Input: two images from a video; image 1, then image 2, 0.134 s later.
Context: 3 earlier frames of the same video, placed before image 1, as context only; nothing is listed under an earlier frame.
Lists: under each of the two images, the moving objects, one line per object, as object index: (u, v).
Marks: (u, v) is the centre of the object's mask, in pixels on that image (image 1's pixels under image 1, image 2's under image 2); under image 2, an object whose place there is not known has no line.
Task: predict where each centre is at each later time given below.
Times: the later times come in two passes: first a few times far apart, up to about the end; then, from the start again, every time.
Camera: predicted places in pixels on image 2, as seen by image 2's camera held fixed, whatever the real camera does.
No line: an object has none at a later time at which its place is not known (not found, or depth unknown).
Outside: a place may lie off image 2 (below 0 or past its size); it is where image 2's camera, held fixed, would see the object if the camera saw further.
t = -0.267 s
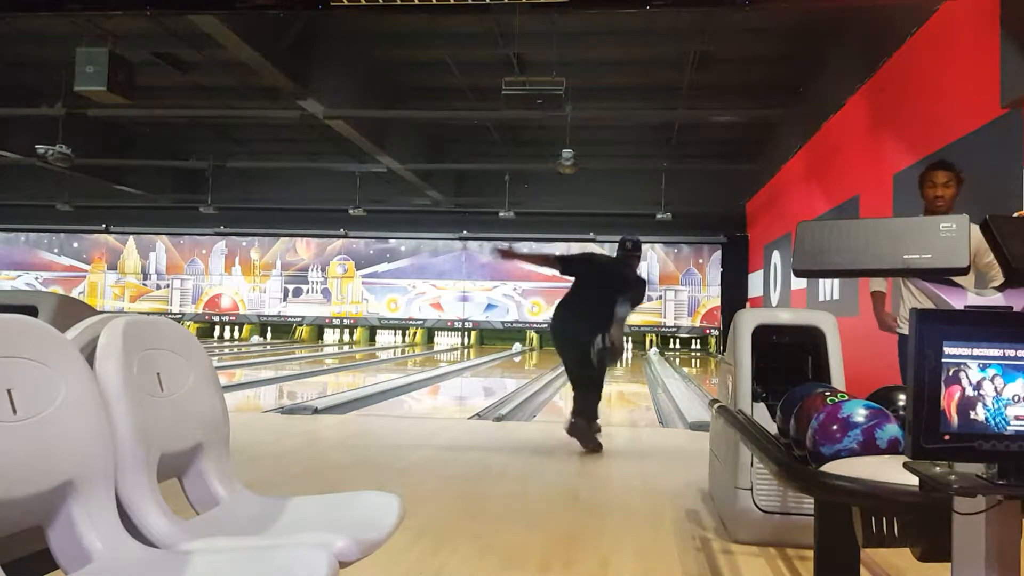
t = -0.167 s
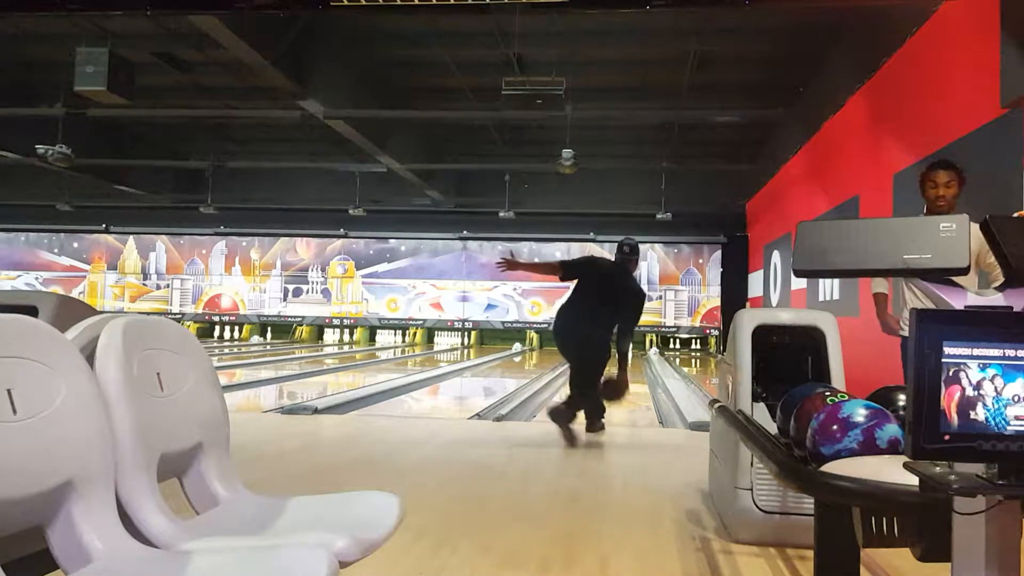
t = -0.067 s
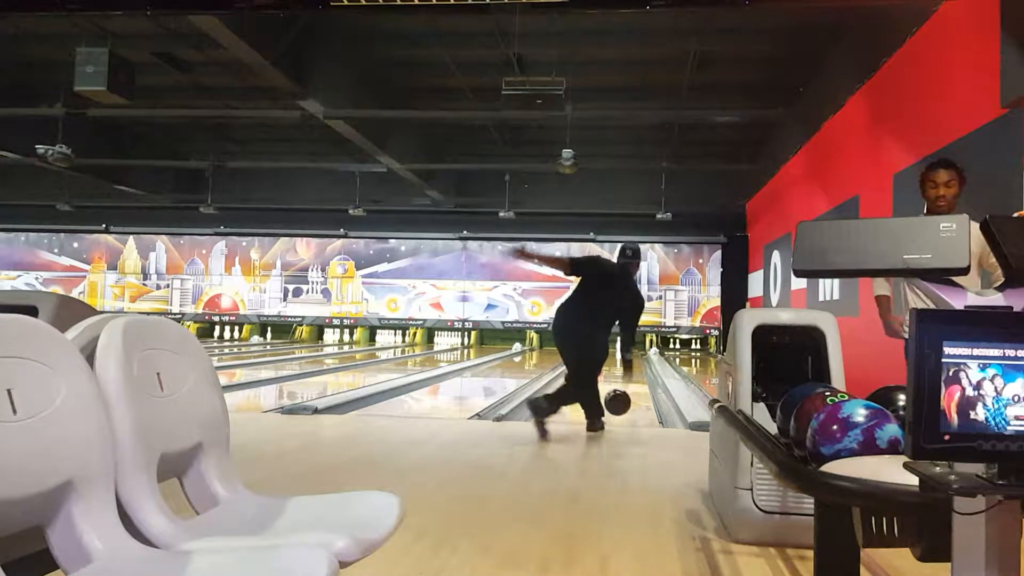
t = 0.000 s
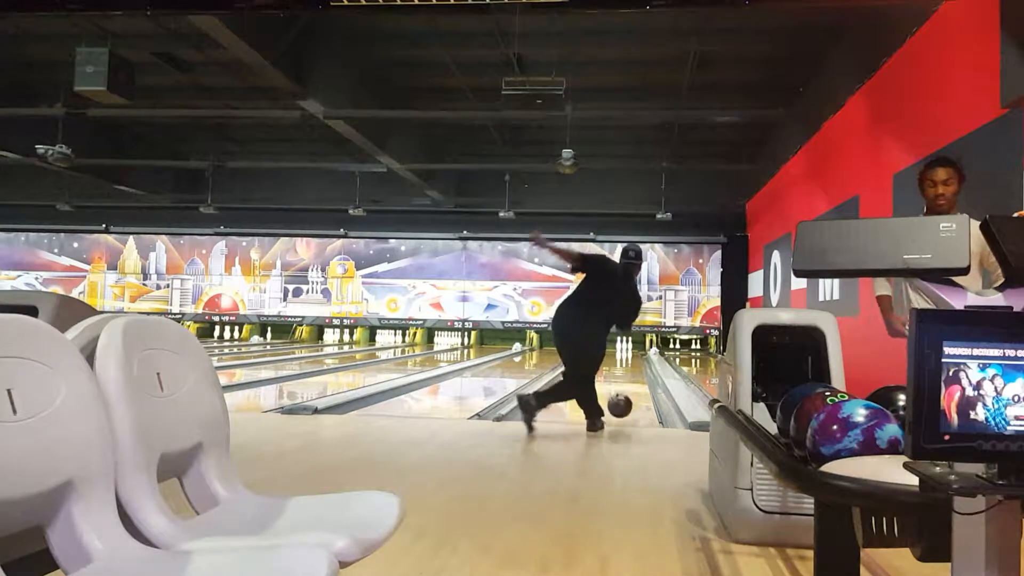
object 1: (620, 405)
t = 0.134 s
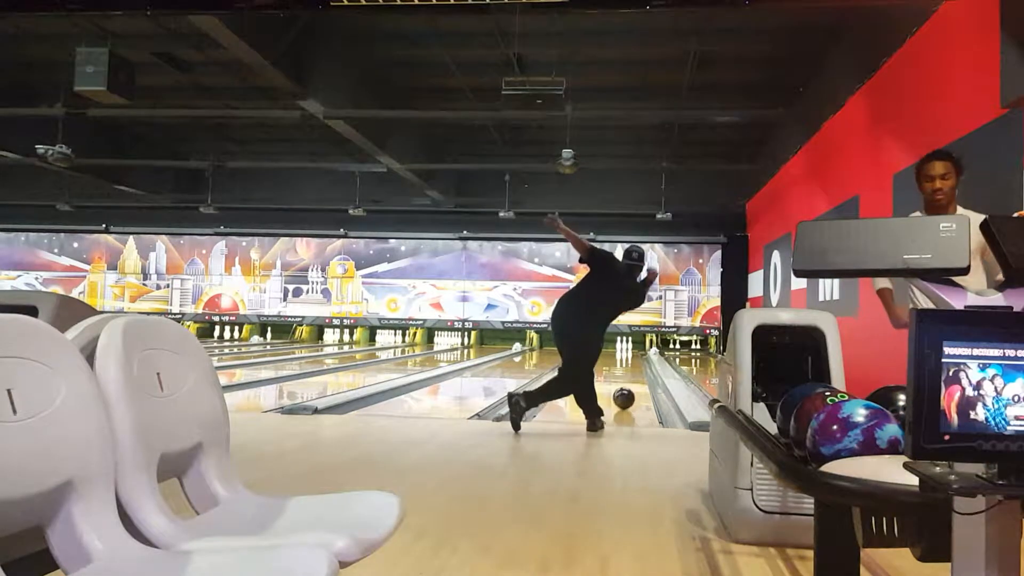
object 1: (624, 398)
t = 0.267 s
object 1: (627, 389)
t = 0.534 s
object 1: (631, 377)
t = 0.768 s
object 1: (633, 370)
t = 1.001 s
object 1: (634, 364)
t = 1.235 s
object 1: (634, 360)
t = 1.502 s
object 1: (634, 356)
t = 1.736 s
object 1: (632, 353)
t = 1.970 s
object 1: (630, 351)
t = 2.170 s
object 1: (626, 349)
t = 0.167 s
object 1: (624, 396)
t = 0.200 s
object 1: (625, 393)
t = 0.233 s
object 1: (626, 392)
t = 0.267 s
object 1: (627, 389)
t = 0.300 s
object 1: (627, 388)
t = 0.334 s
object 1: (628, 386)
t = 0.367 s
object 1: (629, 385)
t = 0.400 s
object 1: (629, 383)
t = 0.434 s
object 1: (630, 381)
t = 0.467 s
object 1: (630, 380)
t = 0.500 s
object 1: (631, 379)
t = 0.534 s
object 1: (631, 377)
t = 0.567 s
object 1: (631, 376)
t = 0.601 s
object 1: (632, 375)
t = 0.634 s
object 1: (632, 375)
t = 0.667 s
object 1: (632, 373)
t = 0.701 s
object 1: (633, 372)
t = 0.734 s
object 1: (633, 371)
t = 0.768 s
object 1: (633, 370)
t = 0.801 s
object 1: (633, 369)
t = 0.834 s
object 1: (633, 369)
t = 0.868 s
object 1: (634, 368)
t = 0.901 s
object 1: (634, 367)
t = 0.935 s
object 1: (634, 366)
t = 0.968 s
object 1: (634, 365)
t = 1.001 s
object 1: (634, 364)
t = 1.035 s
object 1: (634, 364)
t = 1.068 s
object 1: (634, 363)
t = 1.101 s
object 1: (634, 362)
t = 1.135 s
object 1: (635, 361)
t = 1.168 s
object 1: (635, 361)
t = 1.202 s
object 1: (634, 361)
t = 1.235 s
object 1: (634, 360)
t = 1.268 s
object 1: (634, 360)
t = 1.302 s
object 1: (635, 359)
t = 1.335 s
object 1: (634, 359)
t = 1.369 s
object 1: (634, 358)
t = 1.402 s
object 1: (634, 358)
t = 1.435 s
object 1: (634, 357)
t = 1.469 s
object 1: (634, 357)
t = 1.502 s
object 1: (634, 356)
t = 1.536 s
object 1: (634, 356)
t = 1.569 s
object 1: (634, 355)
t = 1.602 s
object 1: (633, 355)
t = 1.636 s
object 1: (633, 354)
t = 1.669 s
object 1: (633, 354)
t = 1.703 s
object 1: (633, 354)
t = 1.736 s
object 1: (632, 353)
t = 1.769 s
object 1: (632, 353)
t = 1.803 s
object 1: (632, 353)
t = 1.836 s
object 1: (631, 352)
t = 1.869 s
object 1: (631, 352)
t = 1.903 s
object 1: (631, 351)
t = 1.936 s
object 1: (631, 351)
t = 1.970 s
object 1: (630, 351)
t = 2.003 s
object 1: (630, 350)
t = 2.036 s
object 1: (629, 350)
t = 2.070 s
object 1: (628, 350)
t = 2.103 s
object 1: (628, 349)
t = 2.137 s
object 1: (627, 349)
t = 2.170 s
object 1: (626, 349)
